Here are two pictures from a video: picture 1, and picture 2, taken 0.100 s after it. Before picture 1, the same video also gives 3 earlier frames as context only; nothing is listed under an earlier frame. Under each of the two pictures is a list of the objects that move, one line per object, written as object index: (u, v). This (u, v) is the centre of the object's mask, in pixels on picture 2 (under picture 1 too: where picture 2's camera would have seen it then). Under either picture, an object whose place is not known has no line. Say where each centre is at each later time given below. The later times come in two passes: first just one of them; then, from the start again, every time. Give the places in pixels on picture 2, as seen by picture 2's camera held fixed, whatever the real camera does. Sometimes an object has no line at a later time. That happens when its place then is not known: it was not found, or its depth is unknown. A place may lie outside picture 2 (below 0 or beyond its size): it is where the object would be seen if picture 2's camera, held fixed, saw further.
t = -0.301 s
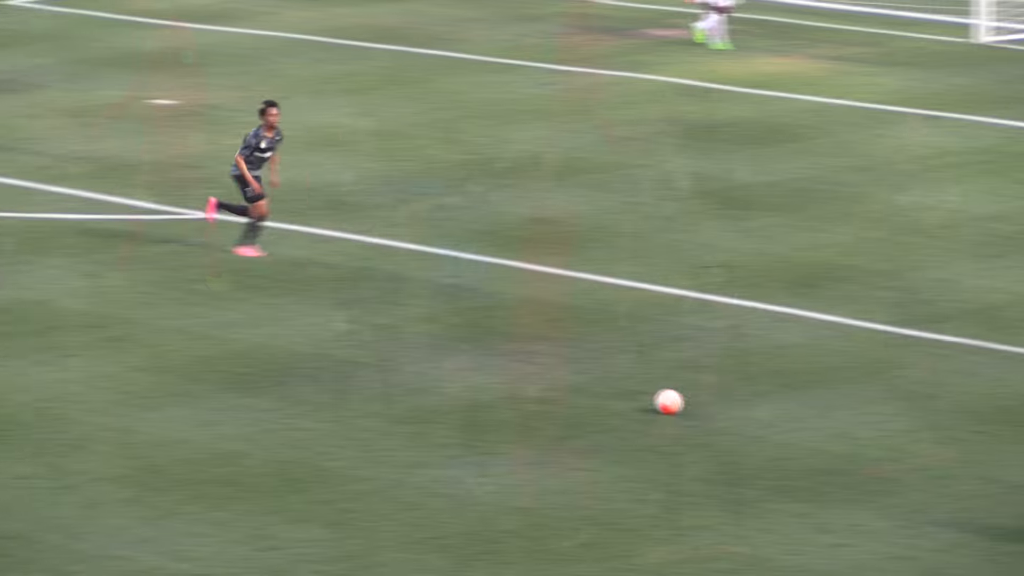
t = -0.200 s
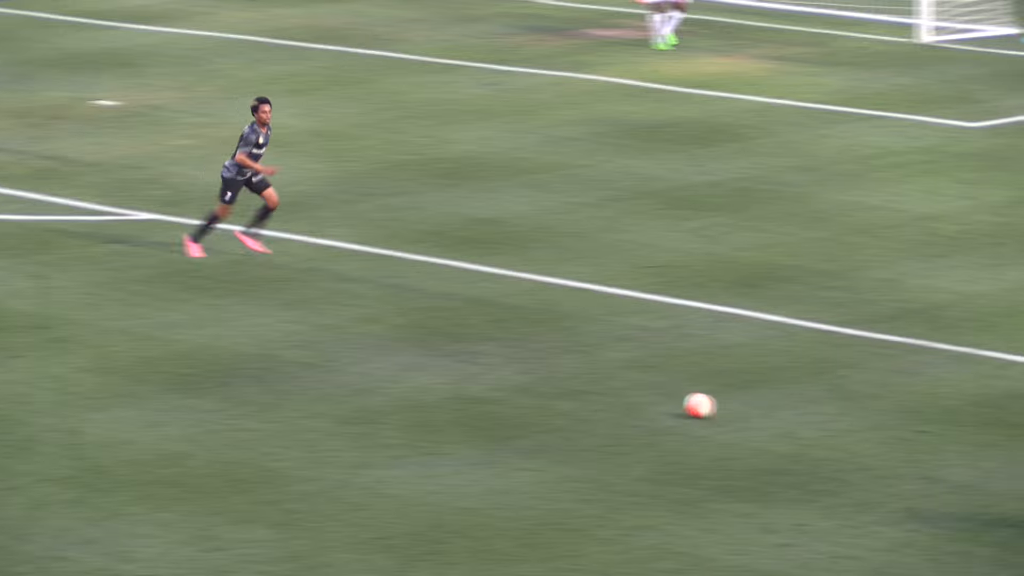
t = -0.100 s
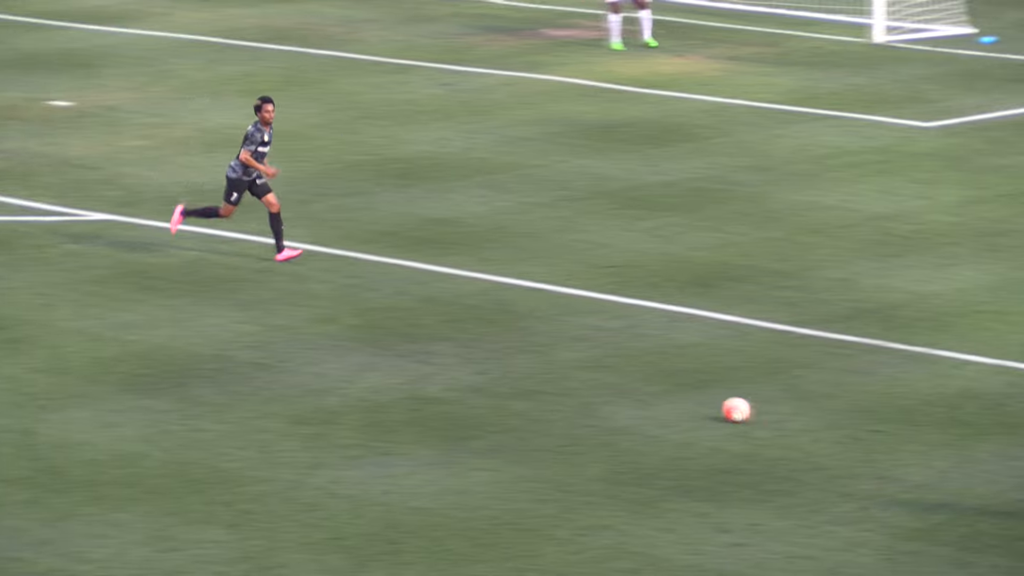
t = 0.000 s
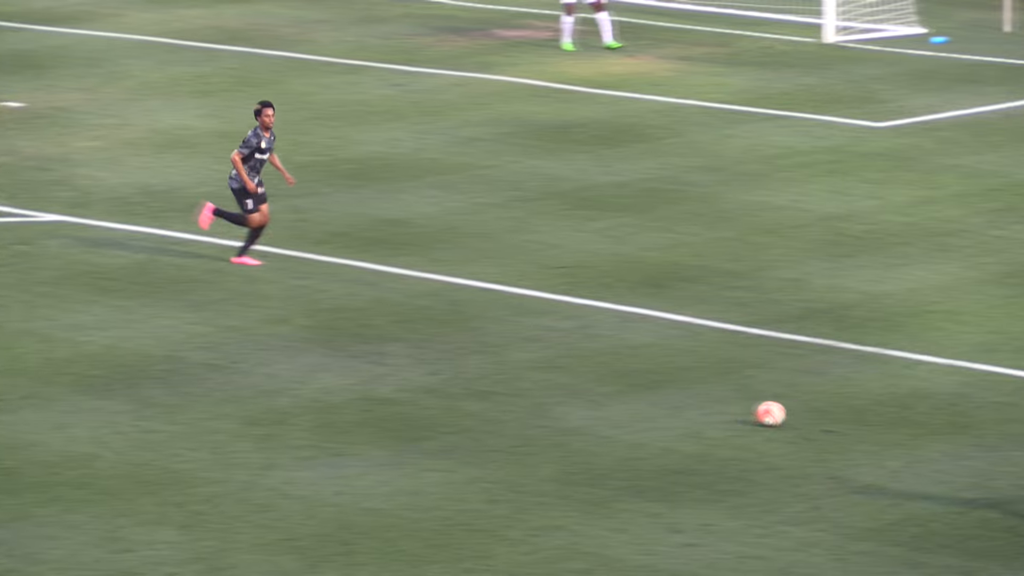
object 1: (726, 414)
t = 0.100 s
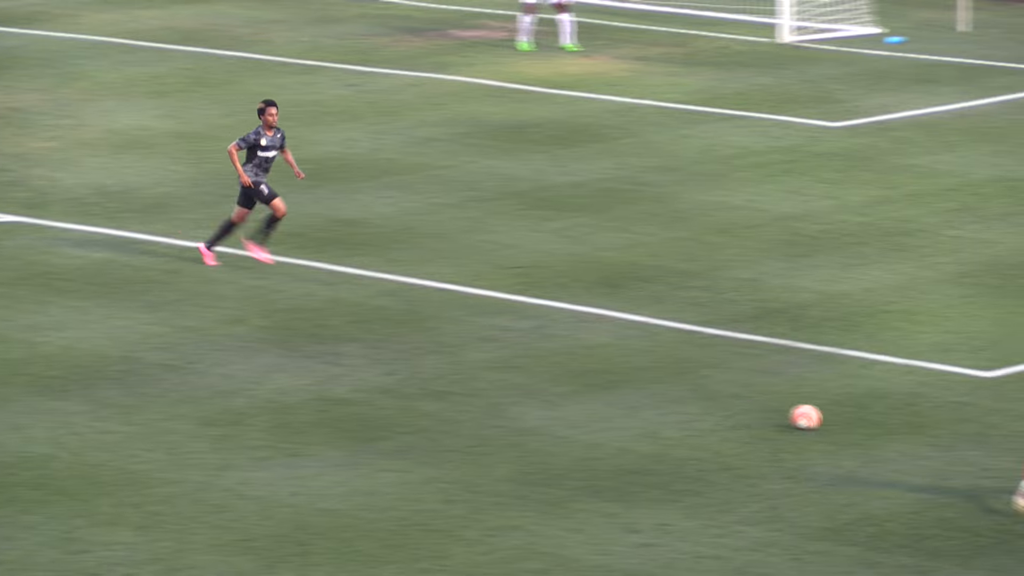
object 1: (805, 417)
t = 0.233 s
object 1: (912, 423)
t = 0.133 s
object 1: (831, 418)
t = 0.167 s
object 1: (858, 420)
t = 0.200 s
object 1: (885, 421)
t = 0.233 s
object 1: (912, 423)
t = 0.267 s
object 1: (940, 425)
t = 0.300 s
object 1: (966, 426)
